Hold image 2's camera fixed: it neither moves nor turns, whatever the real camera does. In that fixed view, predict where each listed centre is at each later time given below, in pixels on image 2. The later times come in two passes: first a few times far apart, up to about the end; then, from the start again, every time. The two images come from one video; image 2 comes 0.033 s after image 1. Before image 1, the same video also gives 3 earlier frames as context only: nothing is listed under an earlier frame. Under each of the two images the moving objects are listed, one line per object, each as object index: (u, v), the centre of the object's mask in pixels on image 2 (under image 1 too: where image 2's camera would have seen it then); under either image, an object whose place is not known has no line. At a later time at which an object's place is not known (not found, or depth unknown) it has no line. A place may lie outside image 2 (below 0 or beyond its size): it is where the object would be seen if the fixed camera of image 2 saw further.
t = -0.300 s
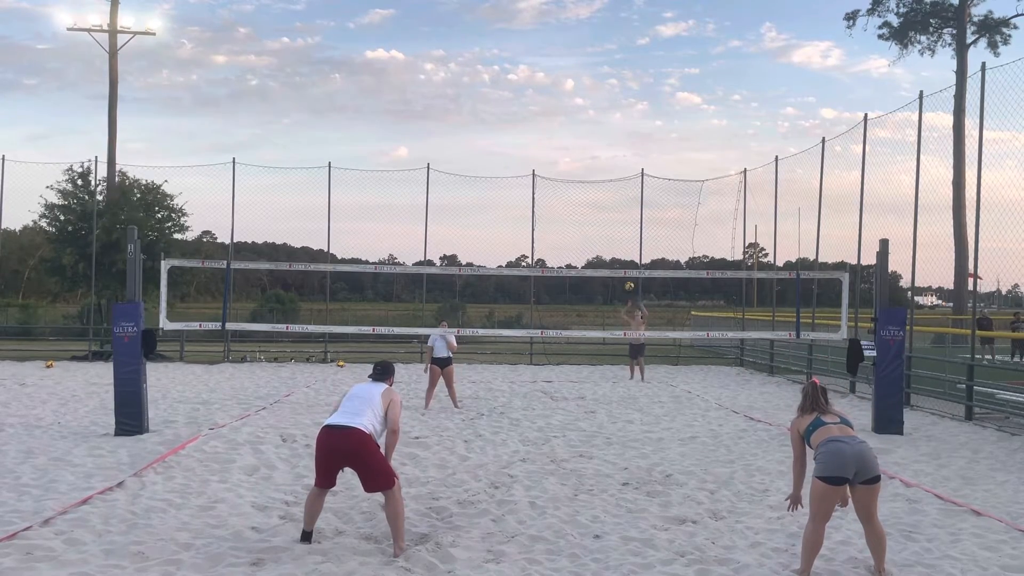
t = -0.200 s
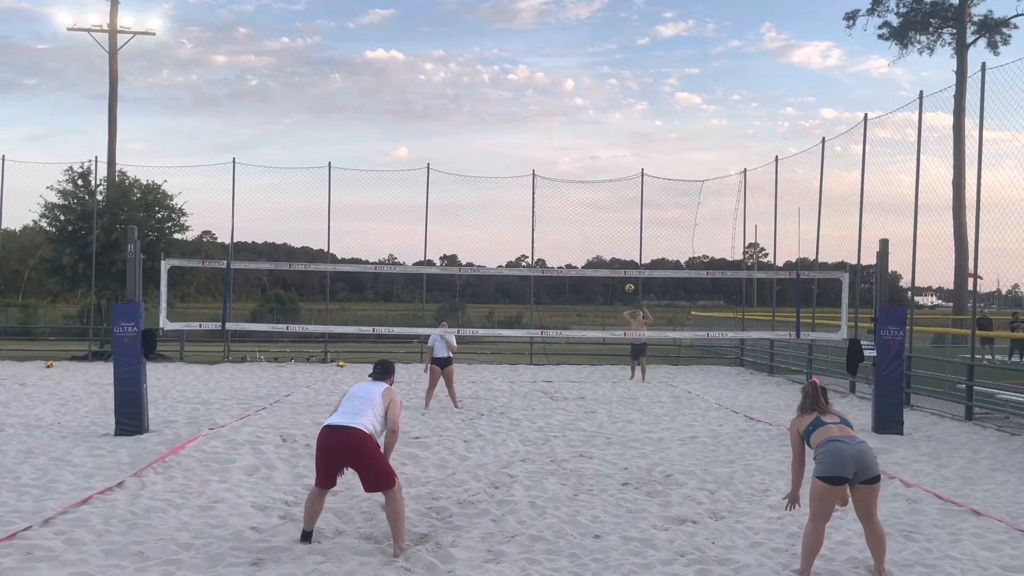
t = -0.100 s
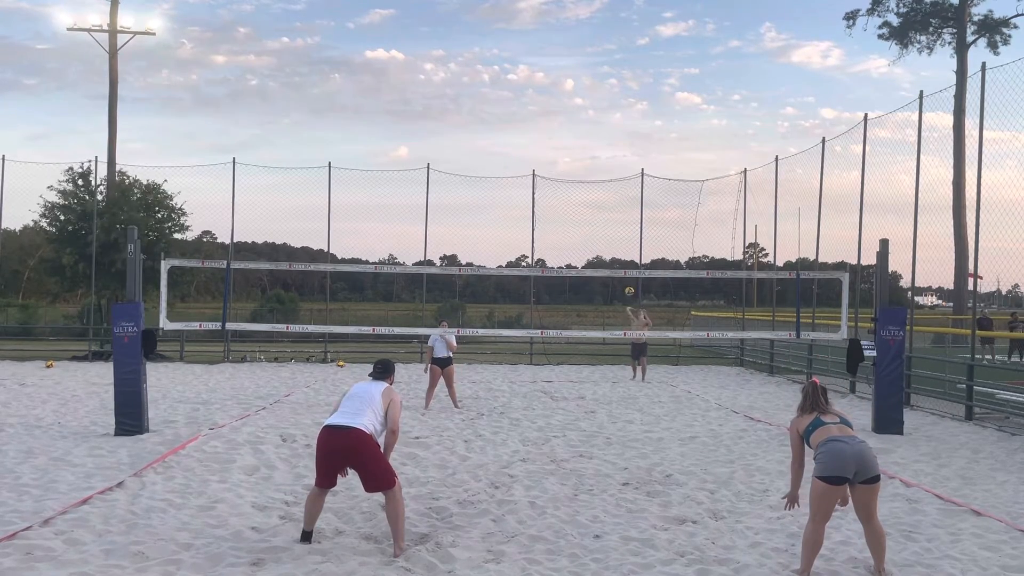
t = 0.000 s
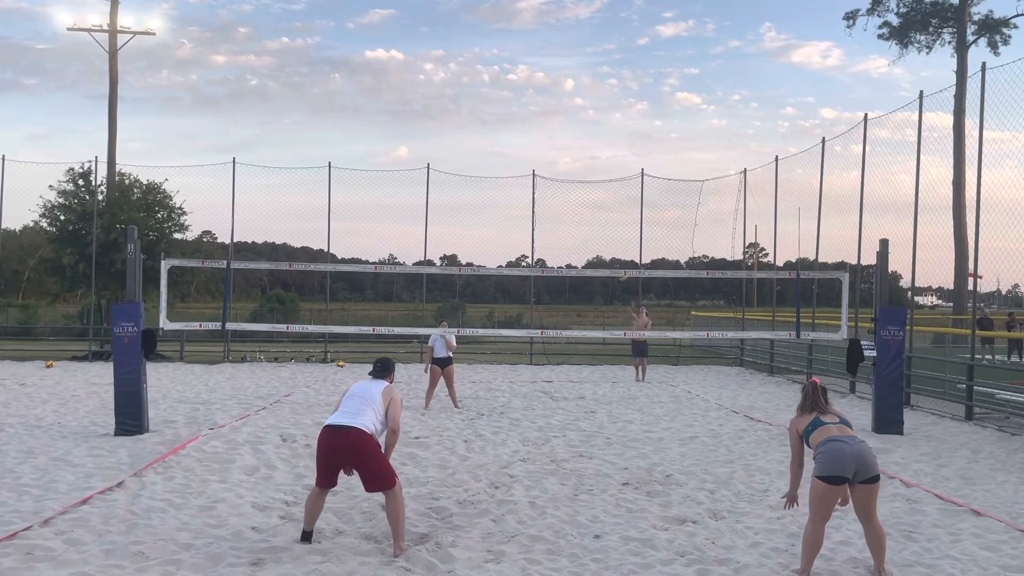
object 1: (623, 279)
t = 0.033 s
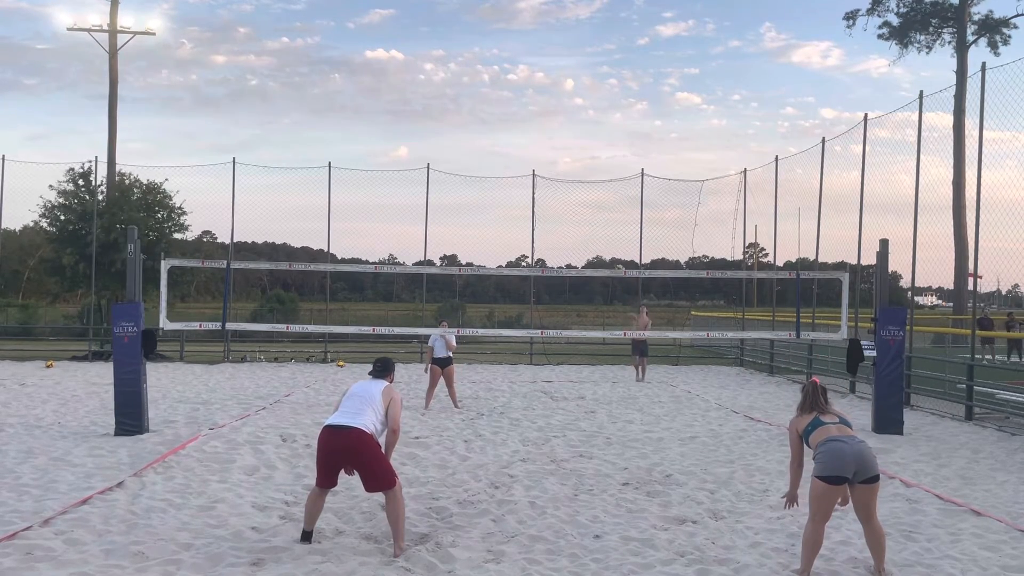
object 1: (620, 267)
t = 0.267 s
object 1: (598, 225)
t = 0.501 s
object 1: (571, 199)
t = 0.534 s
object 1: (566, 198)
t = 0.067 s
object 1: (617, 262)
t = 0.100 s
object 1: (613, 255)
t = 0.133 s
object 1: (611, 249)
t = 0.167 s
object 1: (607, 243)
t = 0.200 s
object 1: (604, 237)
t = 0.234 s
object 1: (601, 231)
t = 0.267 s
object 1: (598, 225)
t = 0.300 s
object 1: (594, 220)
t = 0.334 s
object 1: (591, 215)
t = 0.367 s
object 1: (588, 211)
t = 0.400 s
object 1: (584, 208)
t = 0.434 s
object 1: (580, 204)
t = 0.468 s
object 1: (575, 202)
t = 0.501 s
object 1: (571, 199)
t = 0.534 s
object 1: (566, 198)
